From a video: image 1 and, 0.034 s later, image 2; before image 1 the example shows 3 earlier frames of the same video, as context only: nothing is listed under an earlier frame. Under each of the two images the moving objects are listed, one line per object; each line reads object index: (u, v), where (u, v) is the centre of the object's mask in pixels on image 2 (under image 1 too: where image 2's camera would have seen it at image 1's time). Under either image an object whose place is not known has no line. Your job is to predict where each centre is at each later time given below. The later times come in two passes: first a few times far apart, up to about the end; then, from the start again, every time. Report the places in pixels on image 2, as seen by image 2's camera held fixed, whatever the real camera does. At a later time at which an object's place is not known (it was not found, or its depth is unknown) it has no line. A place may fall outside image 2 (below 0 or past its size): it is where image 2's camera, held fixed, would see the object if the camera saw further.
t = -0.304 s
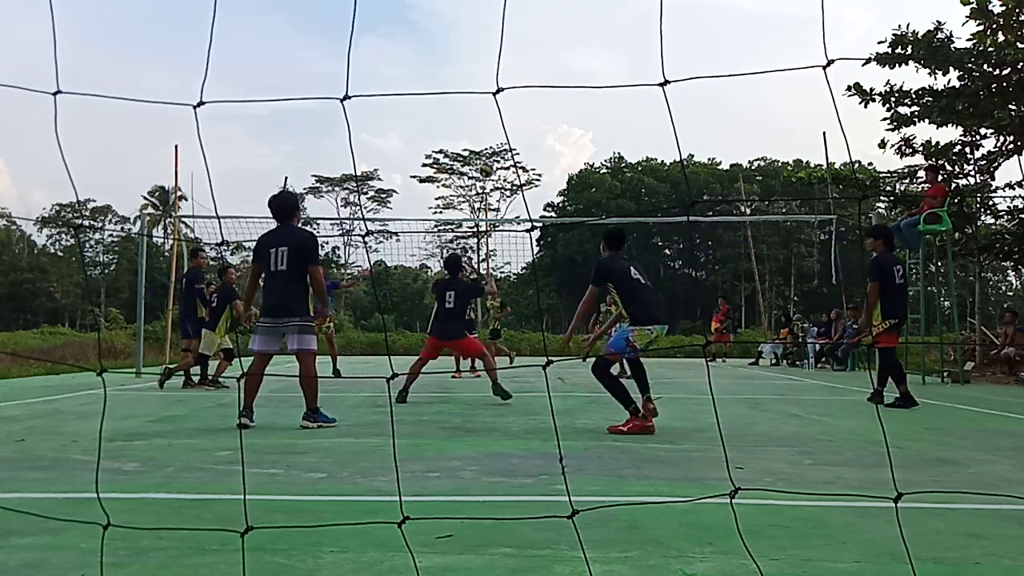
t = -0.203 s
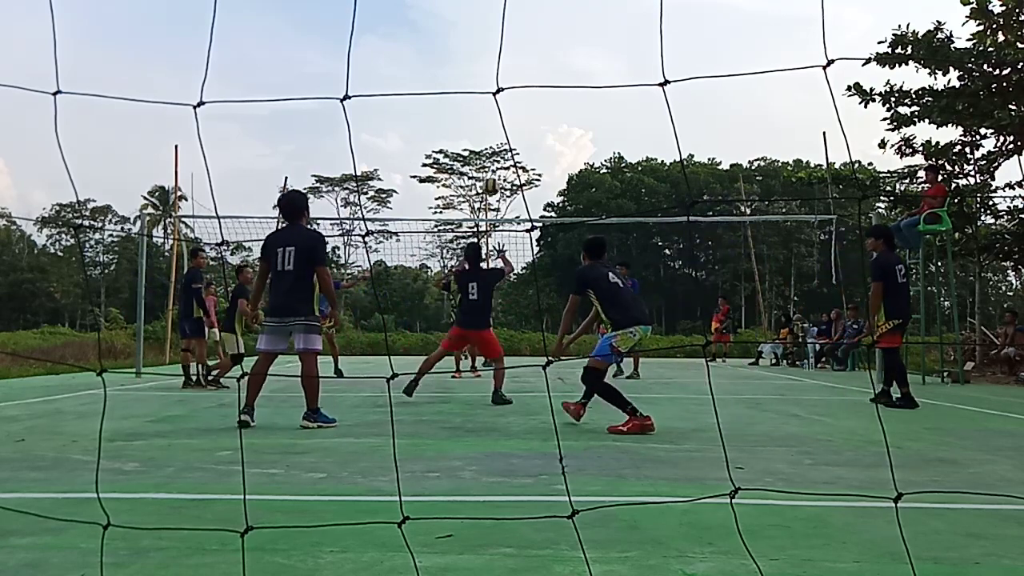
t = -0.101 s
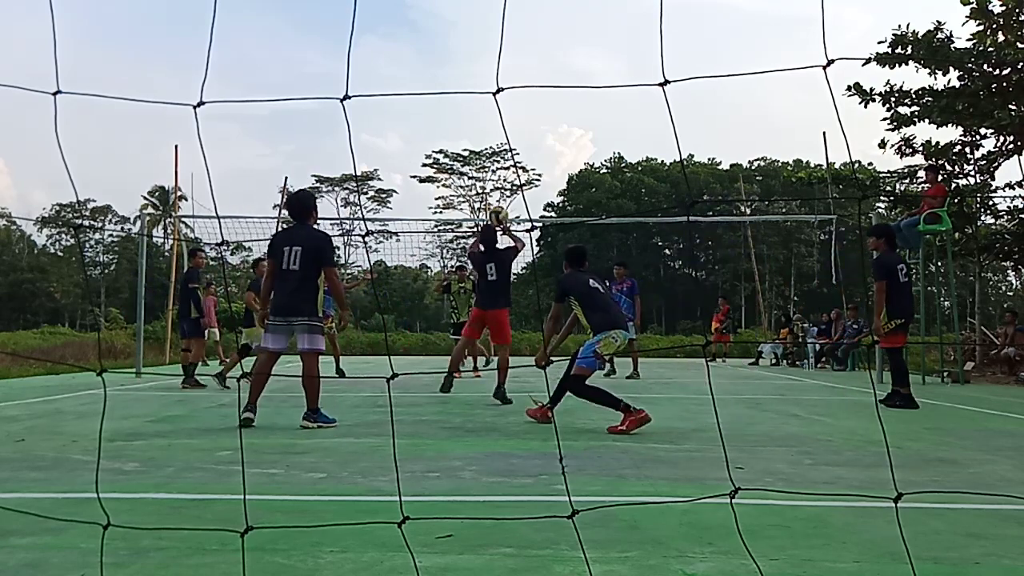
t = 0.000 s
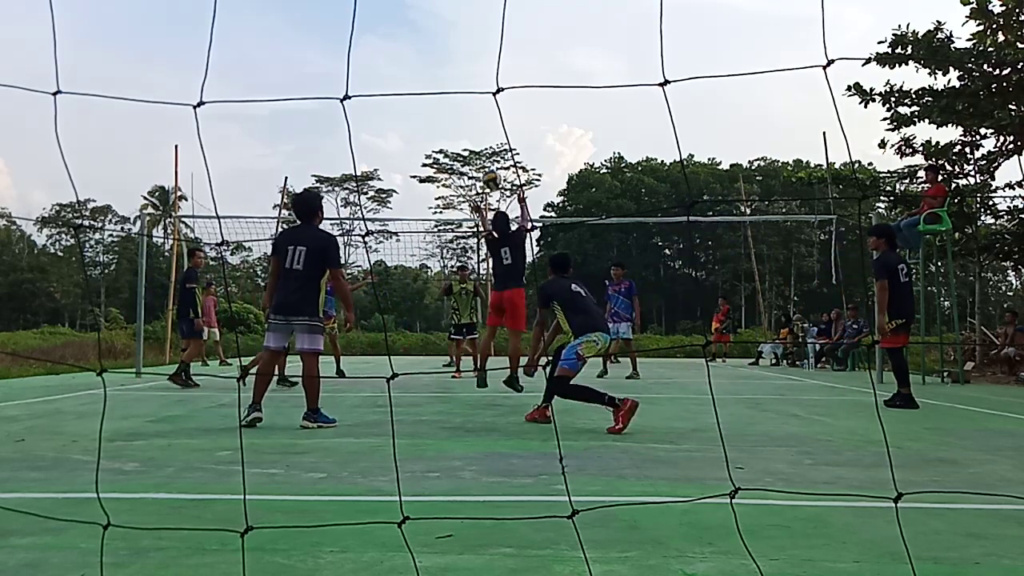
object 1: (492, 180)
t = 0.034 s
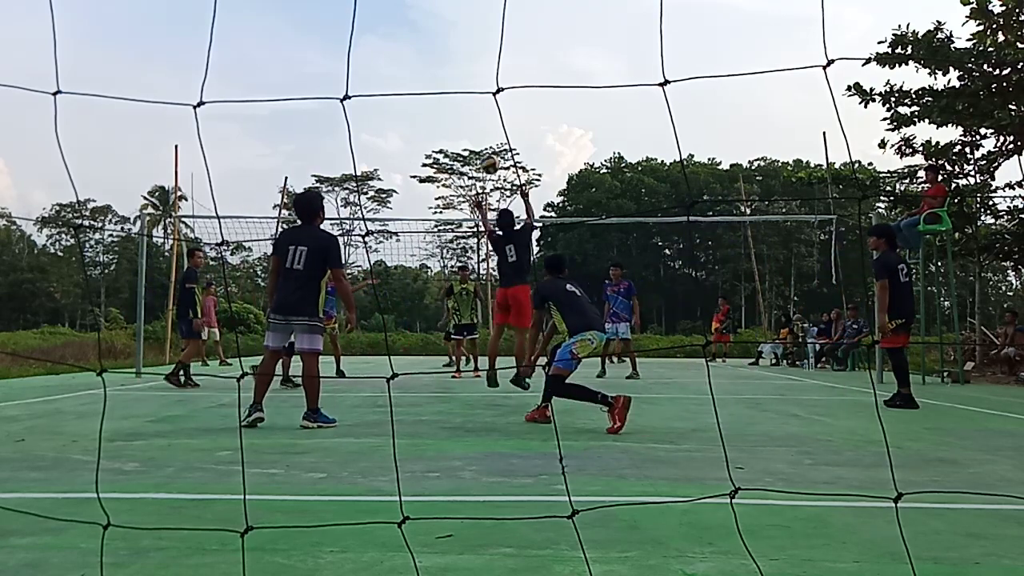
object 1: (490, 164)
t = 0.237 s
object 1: (479, 102)
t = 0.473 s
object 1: (467, 80)
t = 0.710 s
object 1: (455, 104)
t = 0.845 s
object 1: (449, 134)
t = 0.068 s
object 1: (488, 150)
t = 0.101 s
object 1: (486, 138)
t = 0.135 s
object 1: (484, 127)
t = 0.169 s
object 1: (483, 118)
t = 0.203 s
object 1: (481, 109)
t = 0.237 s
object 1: (479, 102)
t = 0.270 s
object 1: (477, 96)
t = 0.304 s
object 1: (476, 90)
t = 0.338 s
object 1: (474, 86)
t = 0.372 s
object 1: (472, 83)
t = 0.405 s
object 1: (471, 81)
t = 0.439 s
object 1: (469, 80)
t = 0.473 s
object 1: (467, 80)
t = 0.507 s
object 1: (465, 81)
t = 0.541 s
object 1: (464, 82)
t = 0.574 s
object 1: (462, 85)
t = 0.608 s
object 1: (460, 88)
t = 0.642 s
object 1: (459, 93)
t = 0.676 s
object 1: (457, 98)
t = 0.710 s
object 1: (455, 104)
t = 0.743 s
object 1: (454, 110)
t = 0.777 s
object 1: (452, 117)
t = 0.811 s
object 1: (451, 125)
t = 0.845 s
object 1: (449, 134)
